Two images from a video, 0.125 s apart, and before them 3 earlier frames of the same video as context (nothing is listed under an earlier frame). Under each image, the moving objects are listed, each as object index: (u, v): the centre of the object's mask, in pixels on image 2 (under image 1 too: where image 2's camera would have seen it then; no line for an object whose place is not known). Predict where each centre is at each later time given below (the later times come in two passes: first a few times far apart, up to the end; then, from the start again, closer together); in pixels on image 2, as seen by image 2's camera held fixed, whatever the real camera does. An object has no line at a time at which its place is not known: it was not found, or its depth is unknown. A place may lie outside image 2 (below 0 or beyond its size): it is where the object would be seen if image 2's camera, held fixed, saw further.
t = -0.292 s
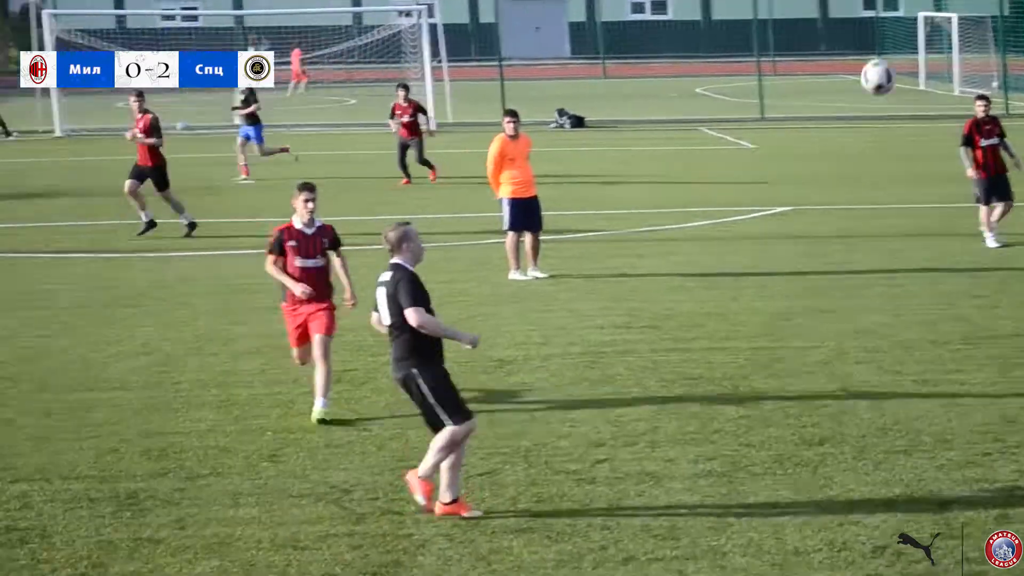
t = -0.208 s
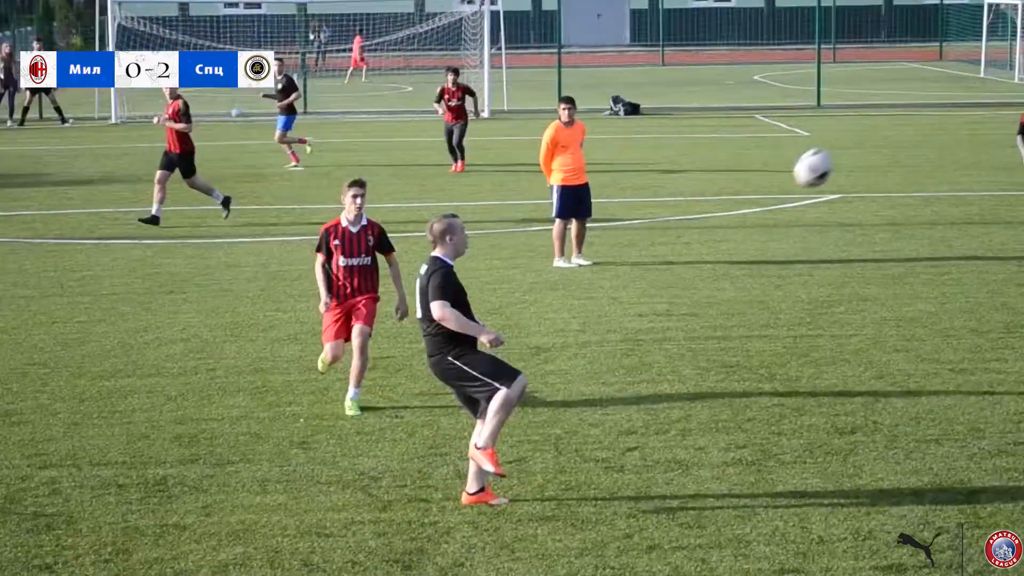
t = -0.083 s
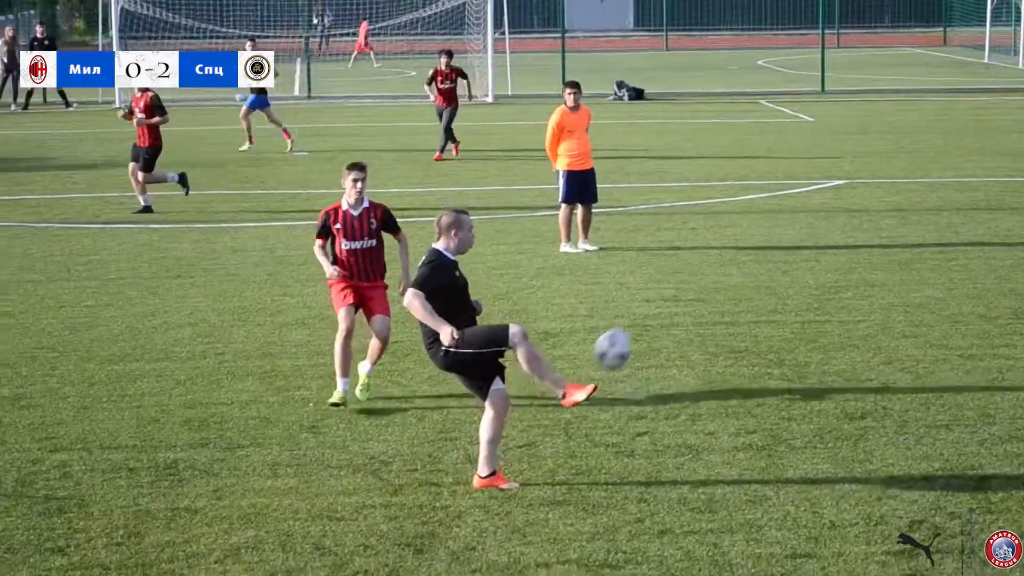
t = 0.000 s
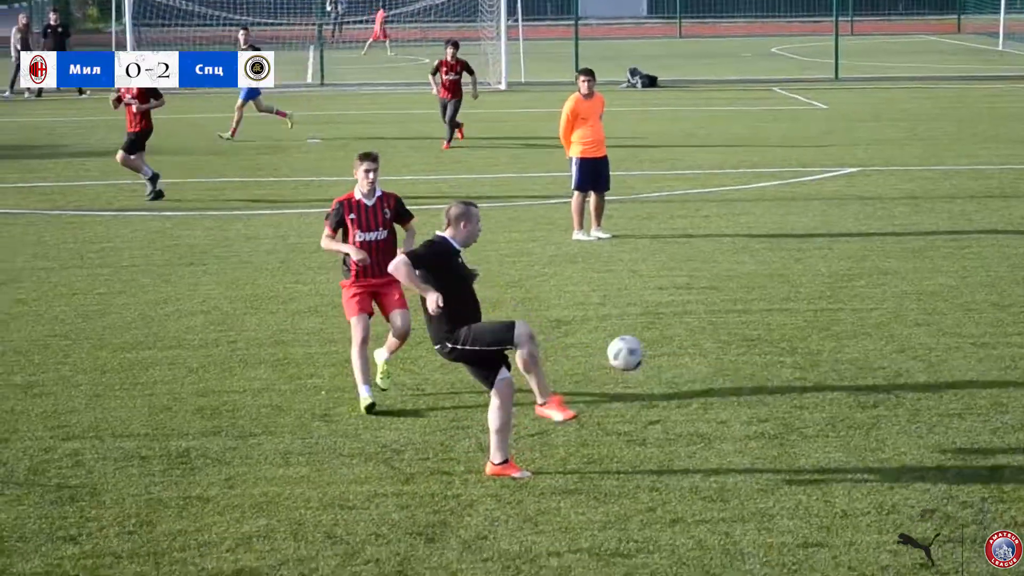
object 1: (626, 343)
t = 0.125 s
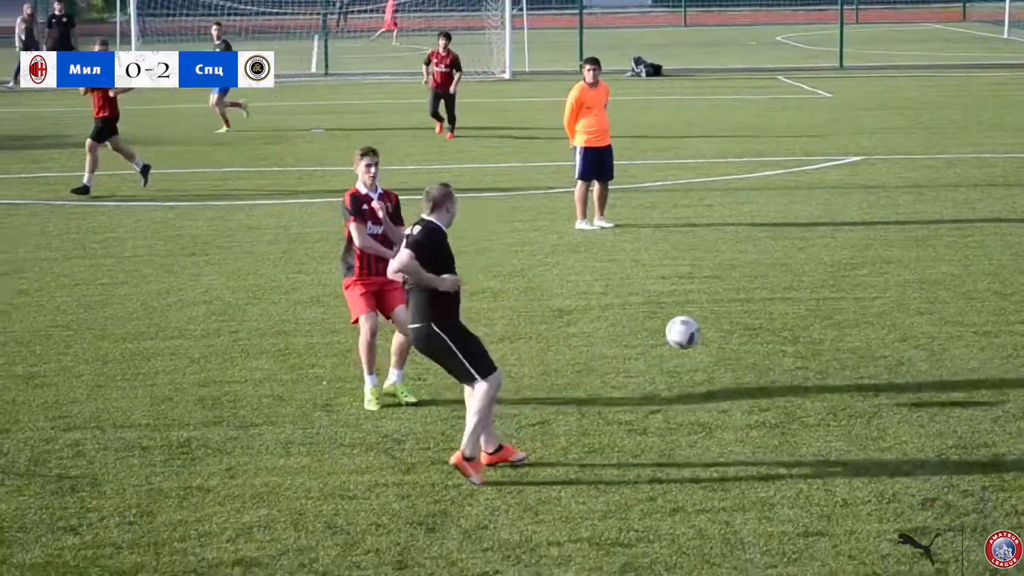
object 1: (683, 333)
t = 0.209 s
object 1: (716, 339)
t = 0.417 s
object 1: (766, 302)
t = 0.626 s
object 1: (797, 262)
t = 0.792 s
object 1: (819, 272)
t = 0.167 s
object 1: (700, 335)
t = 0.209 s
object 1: (716, 339)
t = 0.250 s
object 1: (732, 345)
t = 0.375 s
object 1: (760, 318)
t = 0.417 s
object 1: (766, 302)
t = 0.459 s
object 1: (774, 289)
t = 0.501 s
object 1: (780, 279)
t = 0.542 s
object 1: (785, 271)
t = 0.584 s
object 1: (791, 265)
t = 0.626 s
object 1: (797, 262)
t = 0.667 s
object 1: (802, 261)
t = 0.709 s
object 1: (808, 263)
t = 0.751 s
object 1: (813, 266)
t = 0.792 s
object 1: (819, 272)
